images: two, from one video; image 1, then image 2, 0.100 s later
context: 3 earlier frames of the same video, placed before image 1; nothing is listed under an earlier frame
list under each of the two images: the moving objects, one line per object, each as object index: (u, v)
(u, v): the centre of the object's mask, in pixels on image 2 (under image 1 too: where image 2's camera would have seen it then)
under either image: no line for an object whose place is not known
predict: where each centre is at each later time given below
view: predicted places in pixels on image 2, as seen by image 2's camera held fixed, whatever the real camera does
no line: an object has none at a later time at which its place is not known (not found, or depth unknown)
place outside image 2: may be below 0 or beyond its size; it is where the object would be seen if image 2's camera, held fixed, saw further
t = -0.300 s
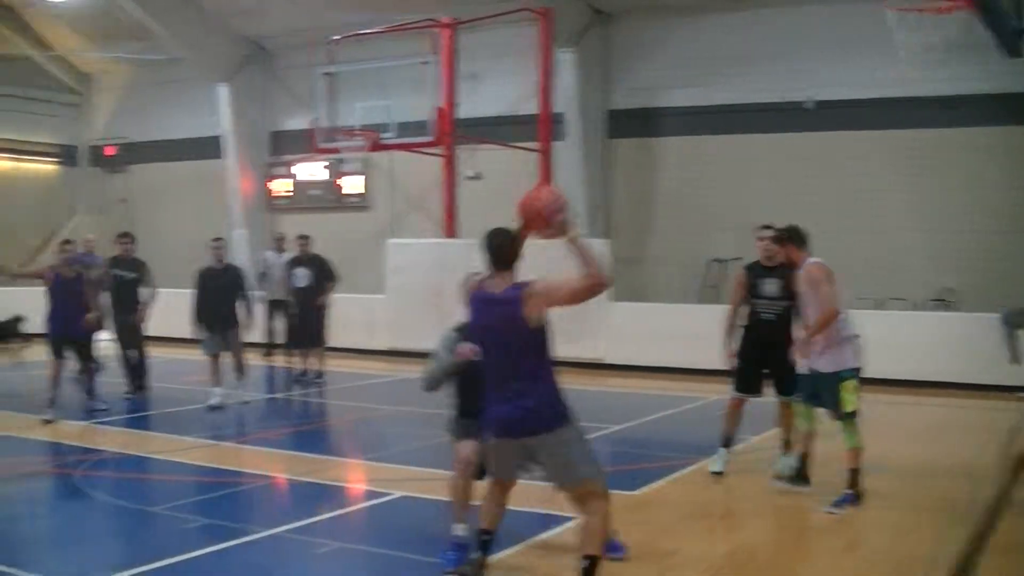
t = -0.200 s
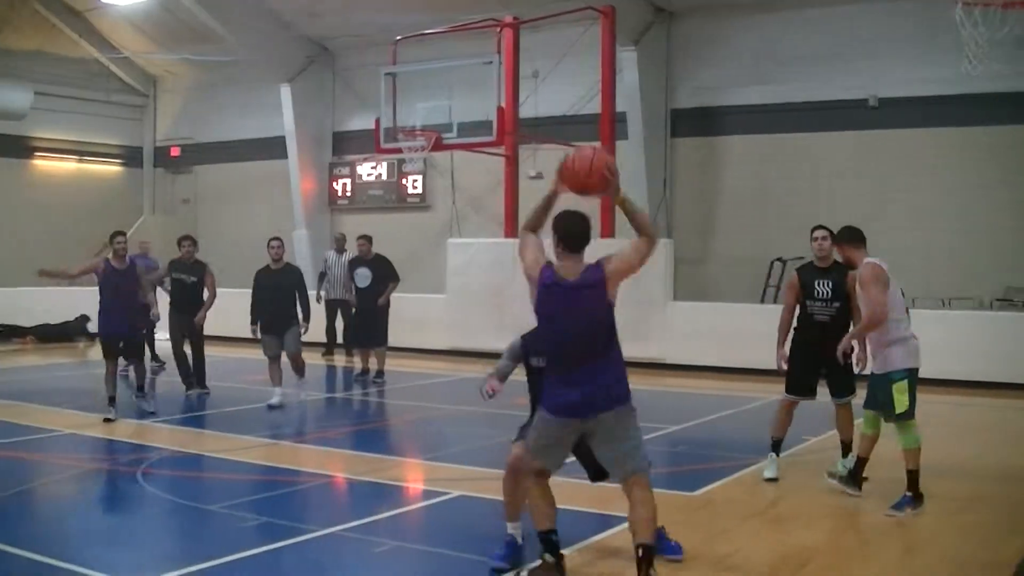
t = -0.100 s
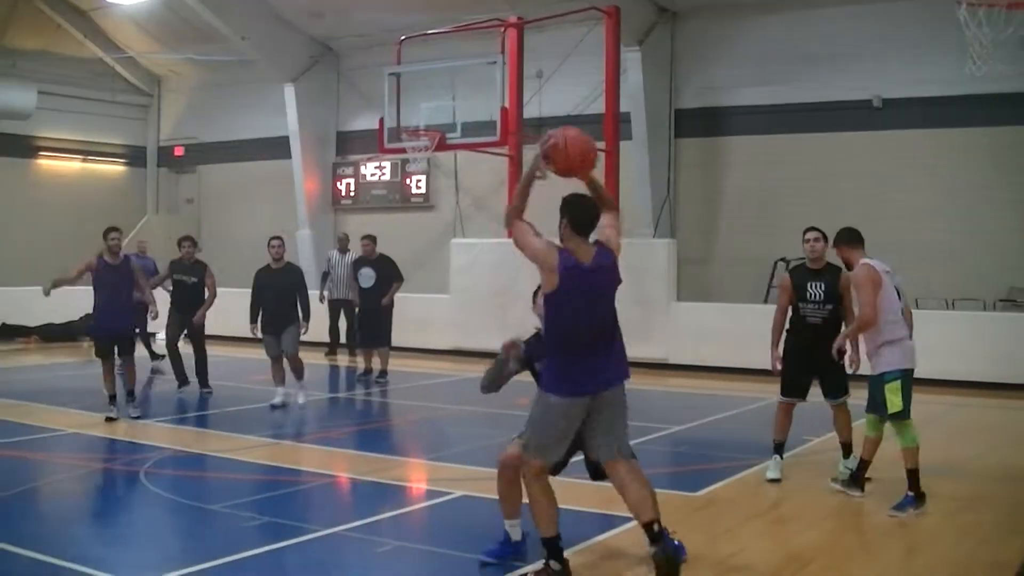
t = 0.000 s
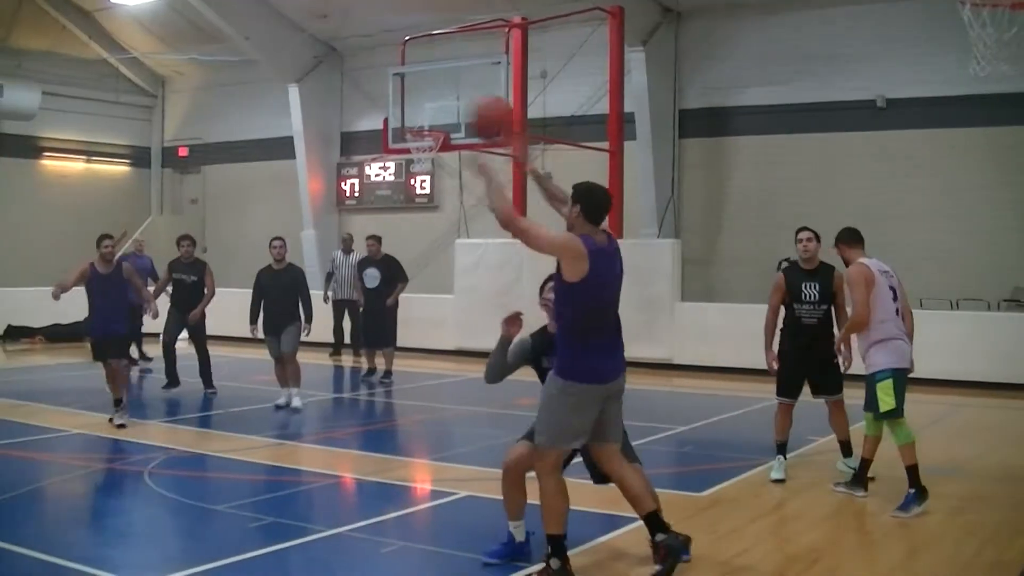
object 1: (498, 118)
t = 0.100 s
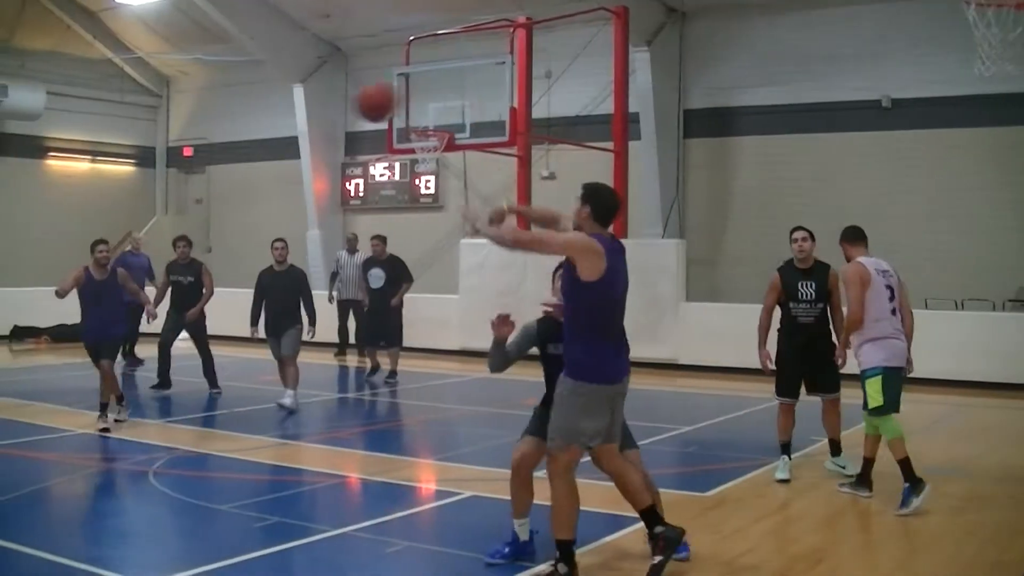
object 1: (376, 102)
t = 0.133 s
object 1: (342, 101)
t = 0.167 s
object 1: (310, 102)
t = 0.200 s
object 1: (277, 104)
